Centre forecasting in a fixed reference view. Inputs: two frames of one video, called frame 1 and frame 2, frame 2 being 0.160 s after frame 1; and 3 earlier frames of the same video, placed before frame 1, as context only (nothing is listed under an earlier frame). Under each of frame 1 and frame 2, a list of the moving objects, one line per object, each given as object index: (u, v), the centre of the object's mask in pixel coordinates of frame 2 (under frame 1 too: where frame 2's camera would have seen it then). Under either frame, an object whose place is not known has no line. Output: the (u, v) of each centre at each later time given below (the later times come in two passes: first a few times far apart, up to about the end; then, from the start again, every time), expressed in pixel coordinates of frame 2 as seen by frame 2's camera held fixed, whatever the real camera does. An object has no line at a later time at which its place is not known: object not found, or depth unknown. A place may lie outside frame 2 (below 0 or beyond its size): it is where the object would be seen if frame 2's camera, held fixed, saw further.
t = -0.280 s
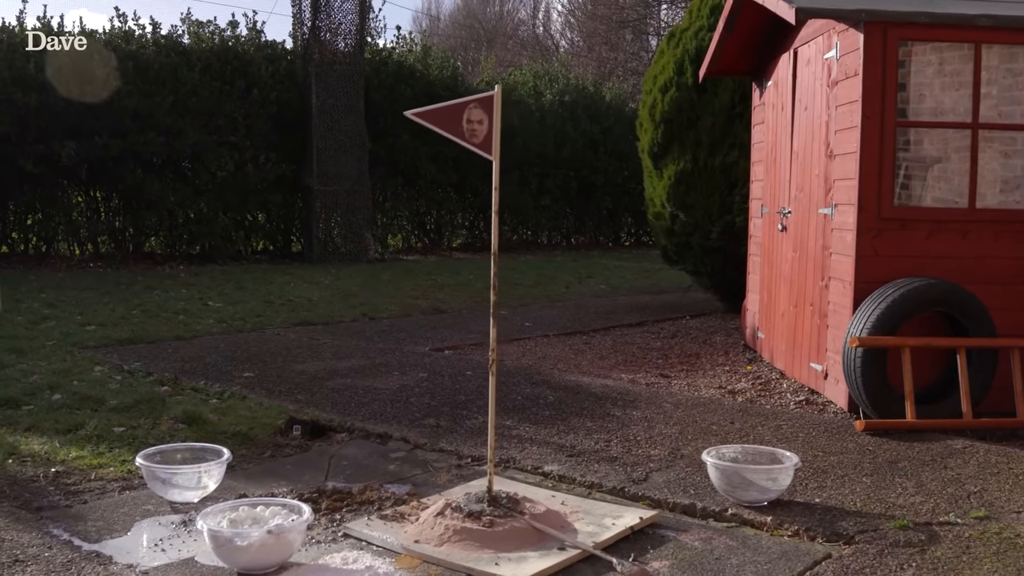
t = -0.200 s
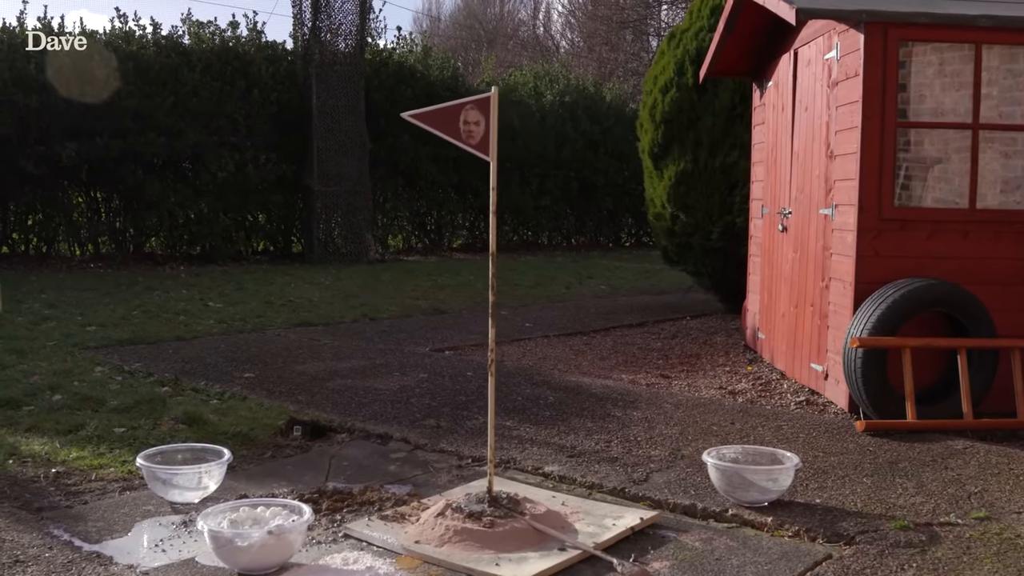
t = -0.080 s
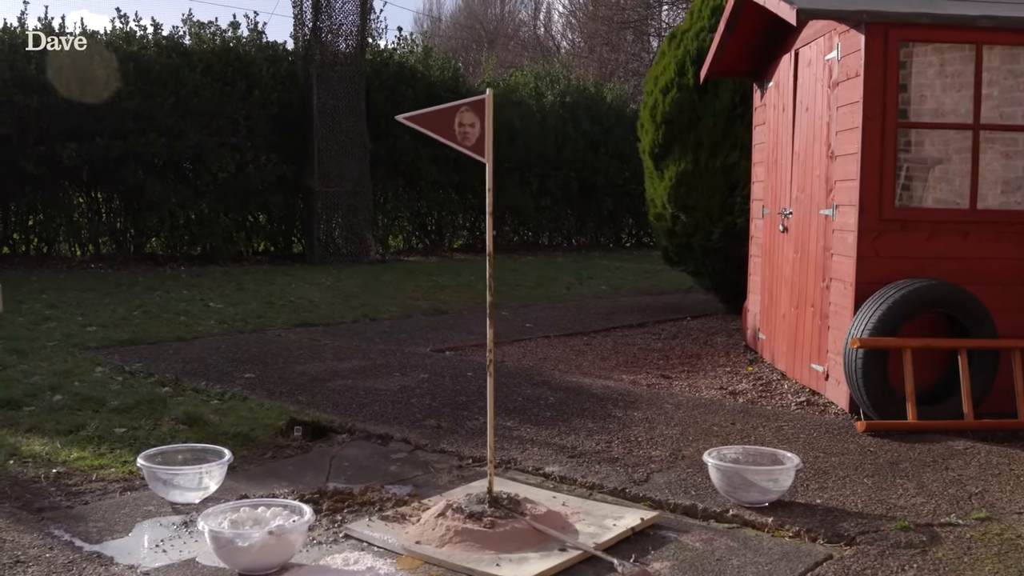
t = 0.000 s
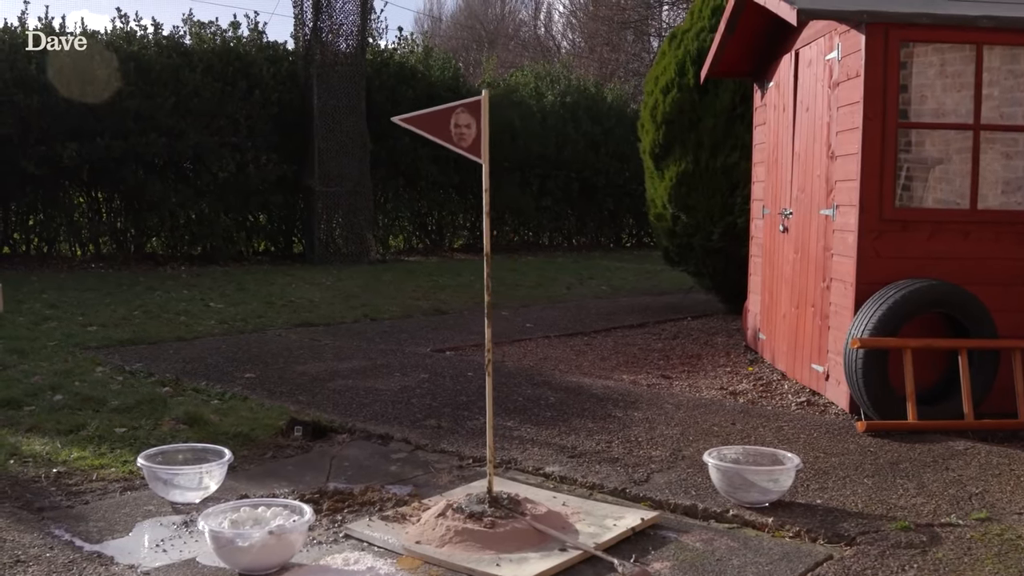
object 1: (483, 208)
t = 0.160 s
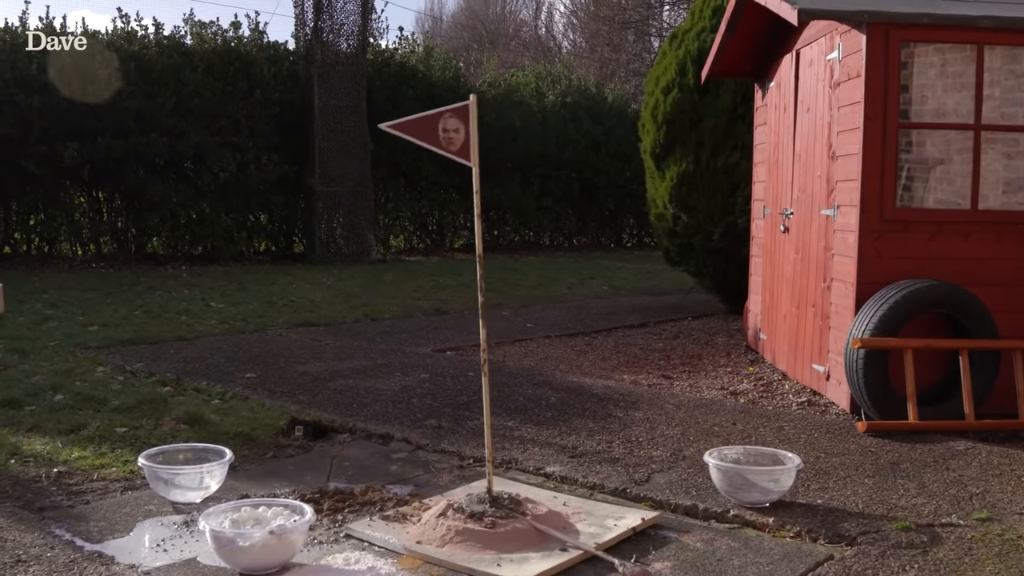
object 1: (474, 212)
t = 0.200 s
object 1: (470, 213)
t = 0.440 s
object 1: (449, 218)
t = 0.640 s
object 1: (422, 236)
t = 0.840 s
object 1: (387, 261)
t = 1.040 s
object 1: (342, 297)
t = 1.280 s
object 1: (281, 395)
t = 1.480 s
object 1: (295, 481)
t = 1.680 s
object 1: (316, 483)
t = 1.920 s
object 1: (316, 483)
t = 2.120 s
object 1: (315, 483)
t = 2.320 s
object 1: (316, 483)
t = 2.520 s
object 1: (315, 483)
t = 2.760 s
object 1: (316, 483)
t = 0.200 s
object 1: (470, 213)
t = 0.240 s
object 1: (467, 214)
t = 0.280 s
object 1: (463, 211)
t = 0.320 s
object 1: (461, 217)
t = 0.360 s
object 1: (457, 215)
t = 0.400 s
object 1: (453, 216)
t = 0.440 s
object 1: (449, 218)
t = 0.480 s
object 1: (445, 221)
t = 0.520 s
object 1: (439, 226)
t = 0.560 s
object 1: (434, 228)
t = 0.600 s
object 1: (428, 233)
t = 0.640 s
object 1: (422, 236)
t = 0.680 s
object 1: (416, 240)
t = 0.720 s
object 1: (409, 247)
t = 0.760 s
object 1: (403, 252)
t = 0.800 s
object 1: (394, 254)
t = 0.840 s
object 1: (387, 261)
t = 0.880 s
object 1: (379, 267)
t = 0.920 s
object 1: (370, 270)
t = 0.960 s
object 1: (361, 280)
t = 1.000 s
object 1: (351, 286)
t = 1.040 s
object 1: (342, 297)
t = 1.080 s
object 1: (331, 306)
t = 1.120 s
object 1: (322, 322)
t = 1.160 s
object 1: (312, 335)
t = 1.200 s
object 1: (300, 351)
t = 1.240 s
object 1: (291, 372)
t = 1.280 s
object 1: (281, 395)
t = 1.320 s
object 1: (275, 421)
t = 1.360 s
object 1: (277, 450)
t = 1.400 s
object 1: (282, 458)
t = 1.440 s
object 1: (274, 470)
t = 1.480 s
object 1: (295, 481)
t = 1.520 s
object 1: (292, 479)
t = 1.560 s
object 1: (300, 480)
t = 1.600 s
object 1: (306, 481)
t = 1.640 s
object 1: (312, 482)
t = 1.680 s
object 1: (316, 483)
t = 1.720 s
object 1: (315, 482)
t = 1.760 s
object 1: (315, 483)
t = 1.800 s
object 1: (316, 483)
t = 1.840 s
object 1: (316, 483)
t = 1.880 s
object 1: (317, 483)
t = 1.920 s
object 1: (316, 483)
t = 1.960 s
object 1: (316, 483)
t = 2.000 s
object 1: (316, 483)
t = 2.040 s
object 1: (315, 483)
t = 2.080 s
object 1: (315, 483)
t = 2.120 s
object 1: (315, 483)
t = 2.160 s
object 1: (315, 483)
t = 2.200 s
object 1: (316, 483)
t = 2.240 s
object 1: (314, 482)
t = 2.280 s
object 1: (315, 483)
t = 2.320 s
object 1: (316, 483)
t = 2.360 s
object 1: (315, 483)
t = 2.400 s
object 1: (316, 483)
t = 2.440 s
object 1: (316, 483)
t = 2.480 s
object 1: (315, 483)
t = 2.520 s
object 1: (315, 483)
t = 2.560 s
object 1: (316, 483)
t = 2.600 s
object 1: (316, 483)
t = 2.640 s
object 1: (316, 483)
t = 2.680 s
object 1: (316, 483)
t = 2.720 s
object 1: (316, 483)
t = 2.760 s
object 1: (316, 483)
